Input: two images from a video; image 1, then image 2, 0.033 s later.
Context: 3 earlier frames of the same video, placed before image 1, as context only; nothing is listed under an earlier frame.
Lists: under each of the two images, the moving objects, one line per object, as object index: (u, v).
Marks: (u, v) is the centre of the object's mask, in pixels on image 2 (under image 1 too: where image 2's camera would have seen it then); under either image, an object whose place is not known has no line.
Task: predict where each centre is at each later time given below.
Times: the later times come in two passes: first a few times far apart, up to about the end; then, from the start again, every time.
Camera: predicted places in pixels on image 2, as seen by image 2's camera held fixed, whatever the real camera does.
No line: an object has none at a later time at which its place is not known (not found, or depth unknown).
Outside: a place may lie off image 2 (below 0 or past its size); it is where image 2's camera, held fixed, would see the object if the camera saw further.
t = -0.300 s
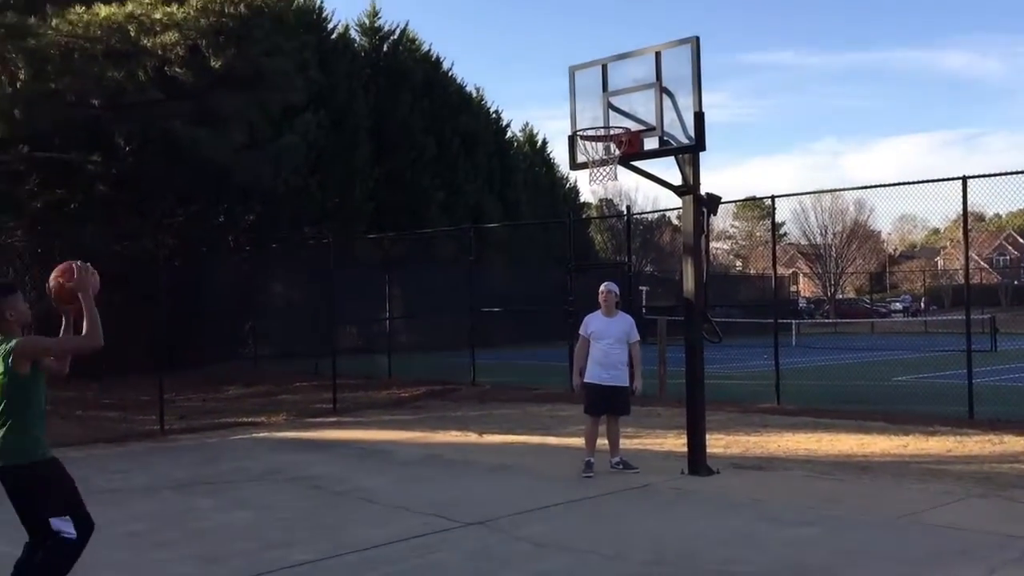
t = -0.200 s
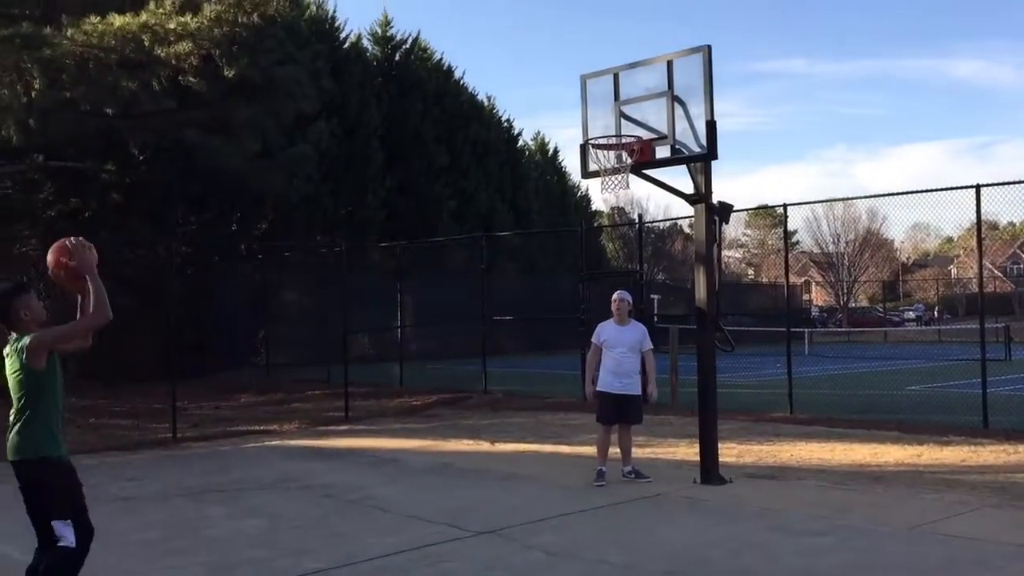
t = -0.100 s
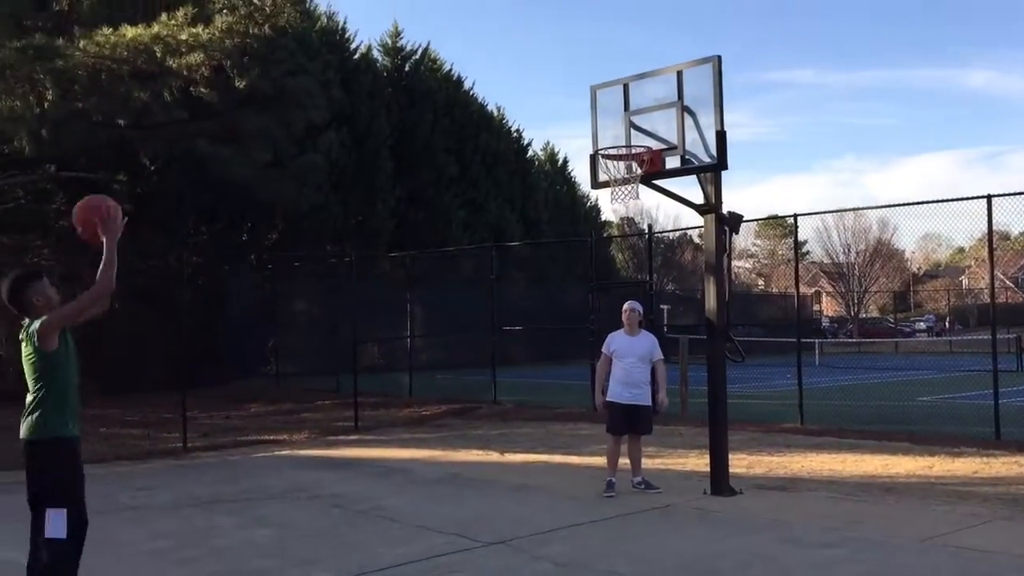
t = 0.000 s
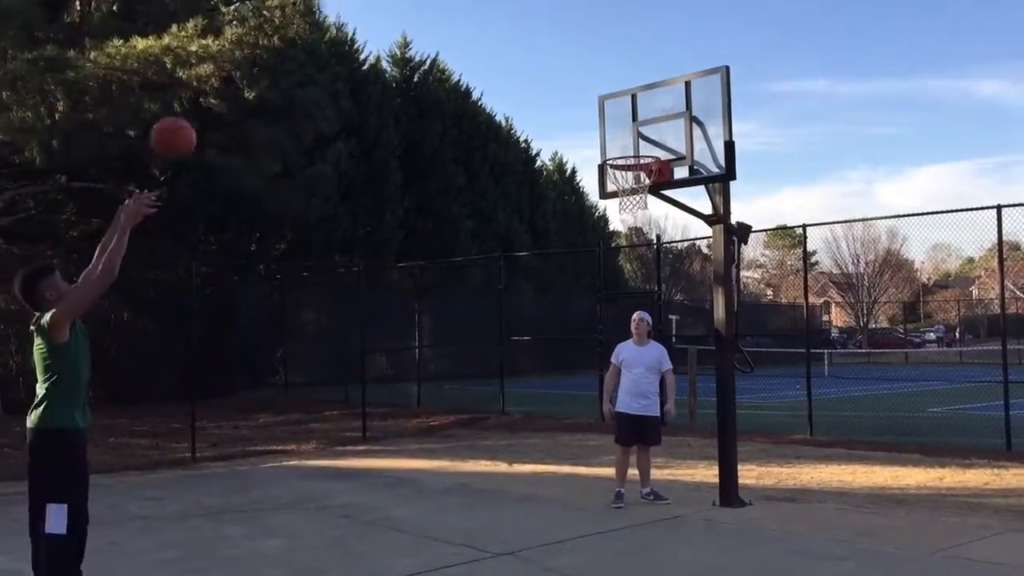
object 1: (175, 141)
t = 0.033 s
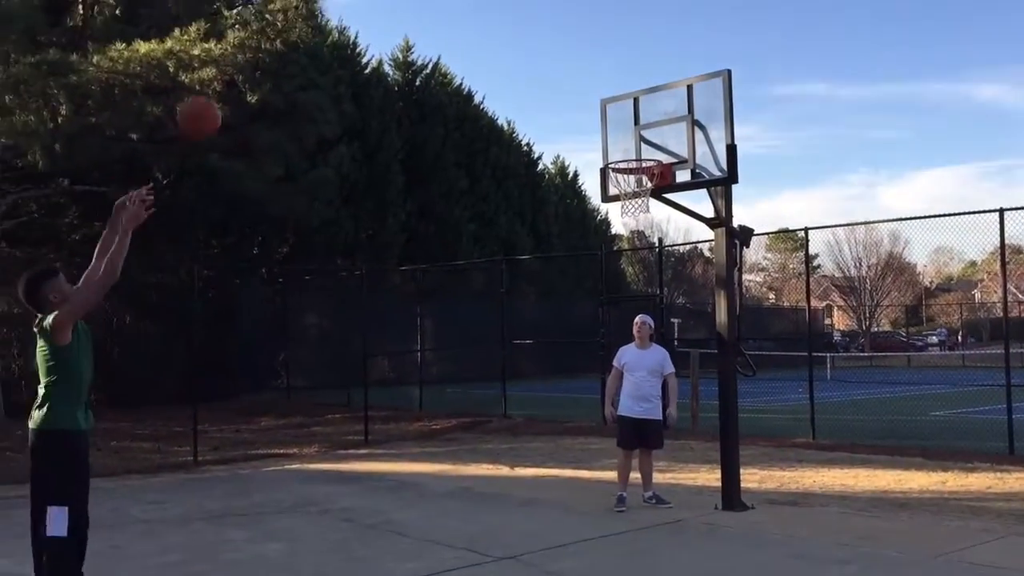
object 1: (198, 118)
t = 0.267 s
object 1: (342, 8)
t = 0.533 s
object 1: (472, 0)
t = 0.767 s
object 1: (567, 66)
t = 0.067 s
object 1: (222, 95)
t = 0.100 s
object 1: (244, 75)
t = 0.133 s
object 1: (265, 57)
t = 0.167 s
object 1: (284, 42)
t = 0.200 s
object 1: (304, 27)
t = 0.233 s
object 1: (323, 17)
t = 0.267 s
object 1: (342, 8)
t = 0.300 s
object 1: (360, 1)
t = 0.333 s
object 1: (378, -4)
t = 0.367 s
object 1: (395, -7)
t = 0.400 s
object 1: (411, -9)
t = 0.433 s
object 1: (427, -9)
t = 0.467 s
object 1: (442, -7)
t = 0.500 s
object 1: (457, -4)
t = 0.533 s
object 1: (472, 0)
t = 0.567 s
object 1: (487, 6)
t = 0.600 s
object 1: (501, 13)
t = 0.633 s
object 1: (514, 21)
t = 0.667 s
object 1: (528, 31)
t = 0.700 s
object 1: (541, 41)
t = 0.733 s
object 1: (554, 53)
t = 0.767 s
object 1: (567, 66)
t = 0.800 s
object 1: (579, 80)
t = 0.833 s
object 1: (591, 95)
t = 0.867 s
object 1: (603, 111)
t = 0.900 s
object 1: (615, 128)
